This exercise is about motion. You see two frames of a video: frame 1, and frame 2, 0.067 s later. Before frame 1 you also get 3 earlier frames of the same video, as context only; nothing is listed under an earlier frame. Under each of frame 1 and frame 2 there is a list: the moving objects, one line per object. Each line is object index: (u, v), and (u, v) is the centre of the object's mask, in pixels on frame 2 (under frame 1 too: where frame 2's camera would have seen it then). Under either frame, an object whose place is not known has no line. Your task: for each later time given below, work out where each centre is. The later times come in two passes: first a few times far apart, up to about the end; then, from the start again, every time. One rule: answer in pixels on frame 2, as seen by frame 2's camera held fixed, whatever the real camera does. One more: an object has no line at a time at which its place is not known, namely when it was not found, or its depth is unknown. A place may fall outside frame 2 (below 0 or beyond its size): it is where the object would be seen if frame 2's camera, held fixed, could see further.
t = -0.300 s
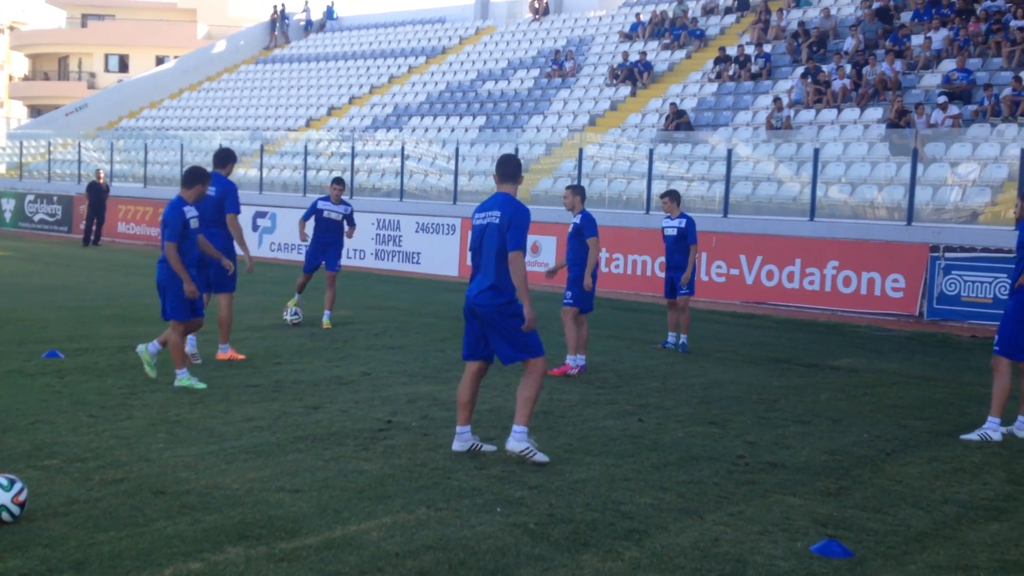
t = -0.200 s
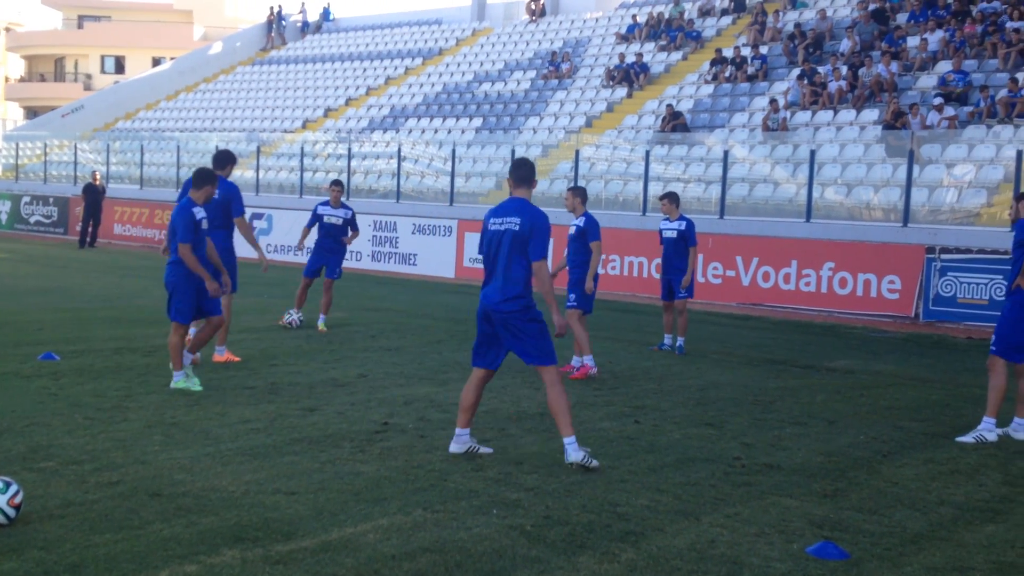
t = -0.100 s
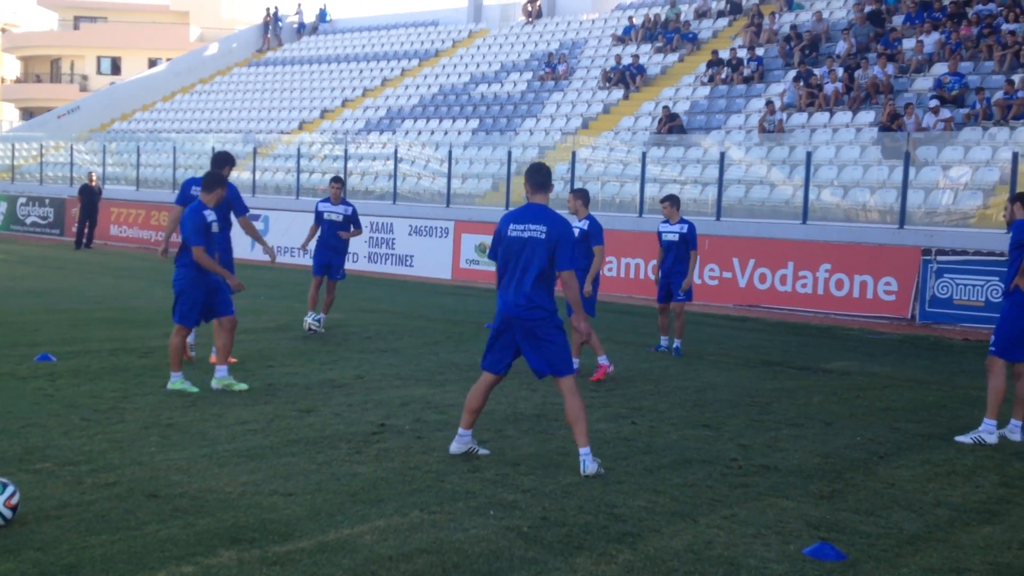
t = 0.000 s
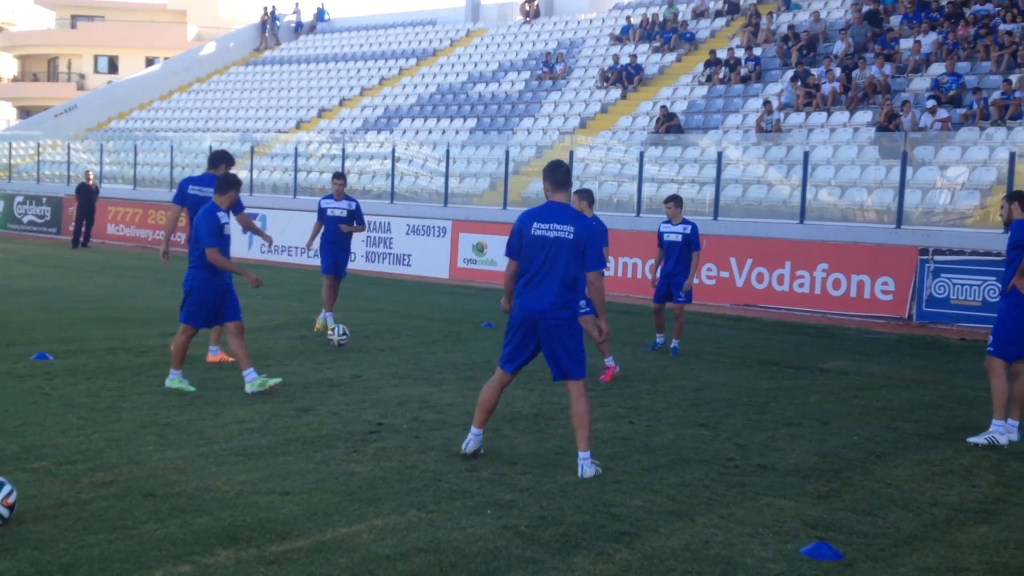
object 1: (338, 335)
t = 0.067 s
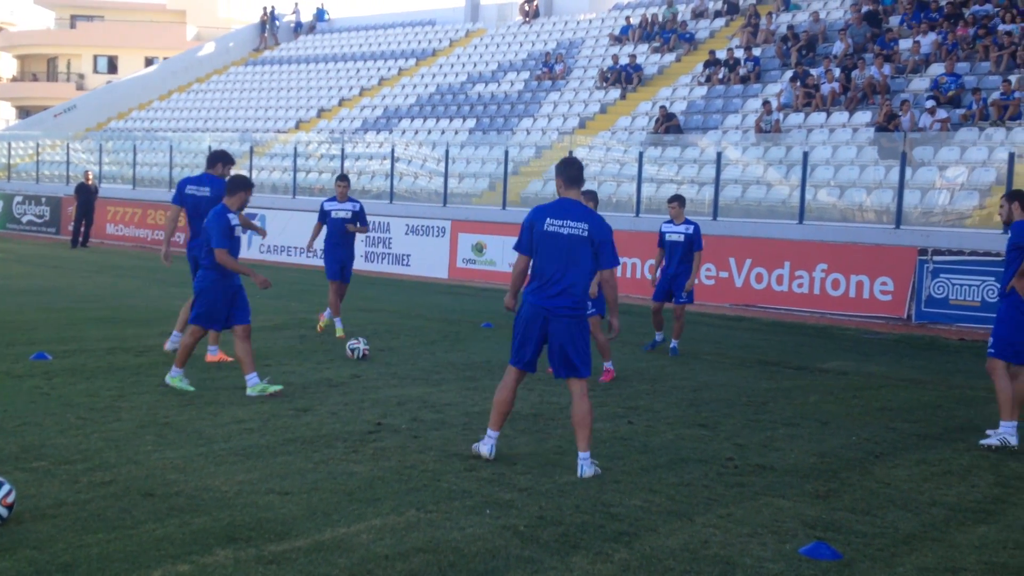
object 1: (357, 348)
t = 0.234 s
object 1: (410, 369)
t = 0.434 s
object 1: (482, 396)
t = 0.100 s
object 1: (367, 352)
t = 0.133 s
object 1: (377, 354)
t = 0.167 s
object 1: (388, 358)
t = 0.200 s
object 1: (399, 363)
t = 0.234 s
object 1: (410, 369)
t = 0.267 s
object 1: (421, 373)
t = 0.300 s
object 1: (432, 375)
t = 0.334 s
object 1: (444, 379)
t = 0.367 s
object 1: (456, 385)
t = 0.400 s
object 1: (469, 391)
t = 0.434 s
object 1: (482, 396)
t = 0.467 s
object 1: (495, 400)
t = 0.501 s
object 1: (507, 403)
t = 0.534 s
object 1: (521, 409)
